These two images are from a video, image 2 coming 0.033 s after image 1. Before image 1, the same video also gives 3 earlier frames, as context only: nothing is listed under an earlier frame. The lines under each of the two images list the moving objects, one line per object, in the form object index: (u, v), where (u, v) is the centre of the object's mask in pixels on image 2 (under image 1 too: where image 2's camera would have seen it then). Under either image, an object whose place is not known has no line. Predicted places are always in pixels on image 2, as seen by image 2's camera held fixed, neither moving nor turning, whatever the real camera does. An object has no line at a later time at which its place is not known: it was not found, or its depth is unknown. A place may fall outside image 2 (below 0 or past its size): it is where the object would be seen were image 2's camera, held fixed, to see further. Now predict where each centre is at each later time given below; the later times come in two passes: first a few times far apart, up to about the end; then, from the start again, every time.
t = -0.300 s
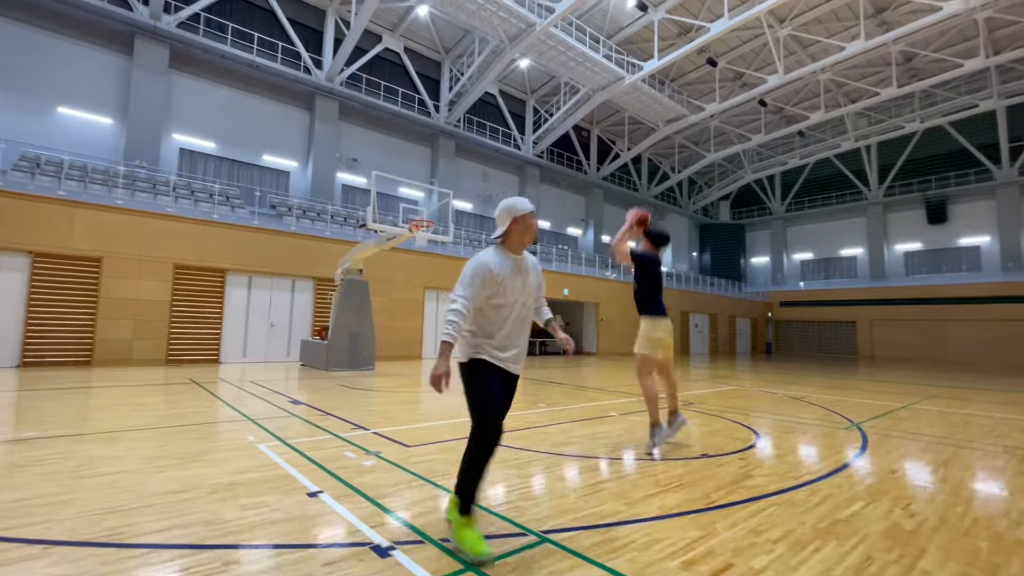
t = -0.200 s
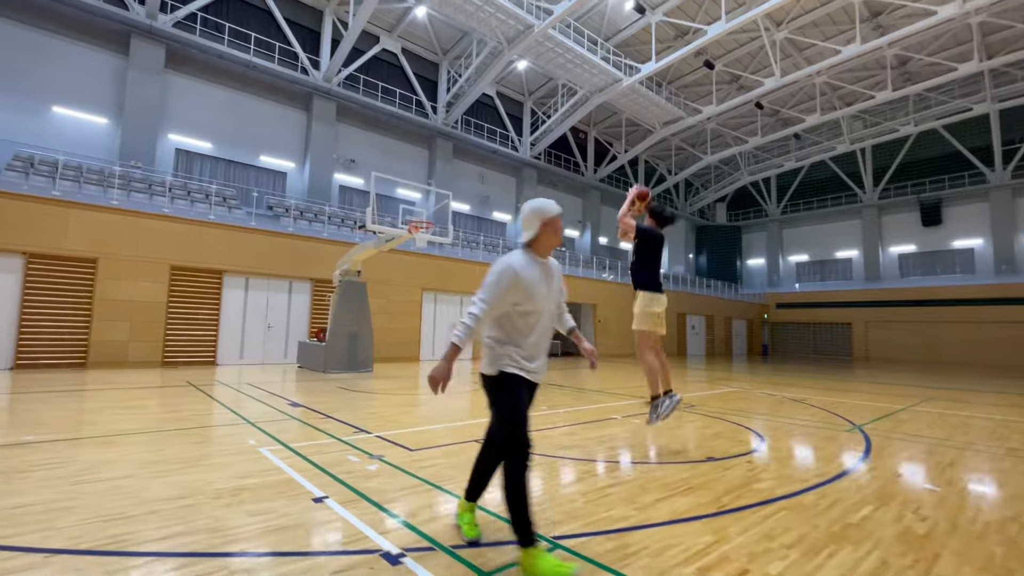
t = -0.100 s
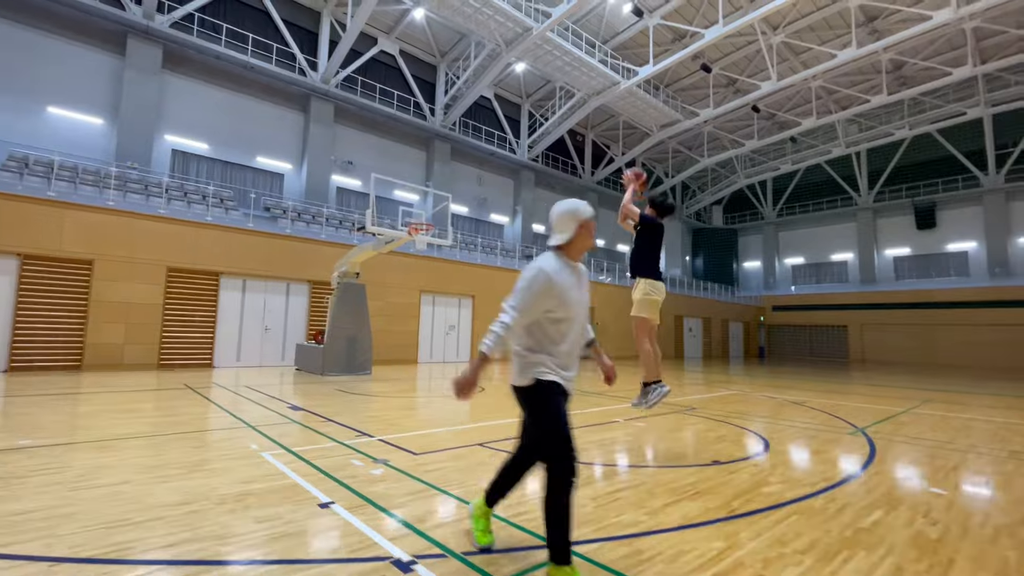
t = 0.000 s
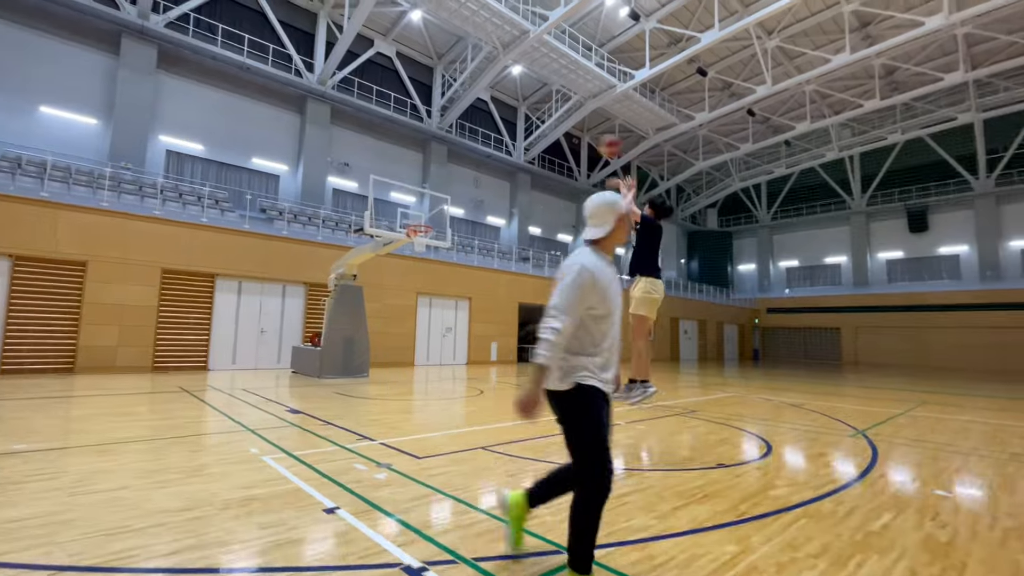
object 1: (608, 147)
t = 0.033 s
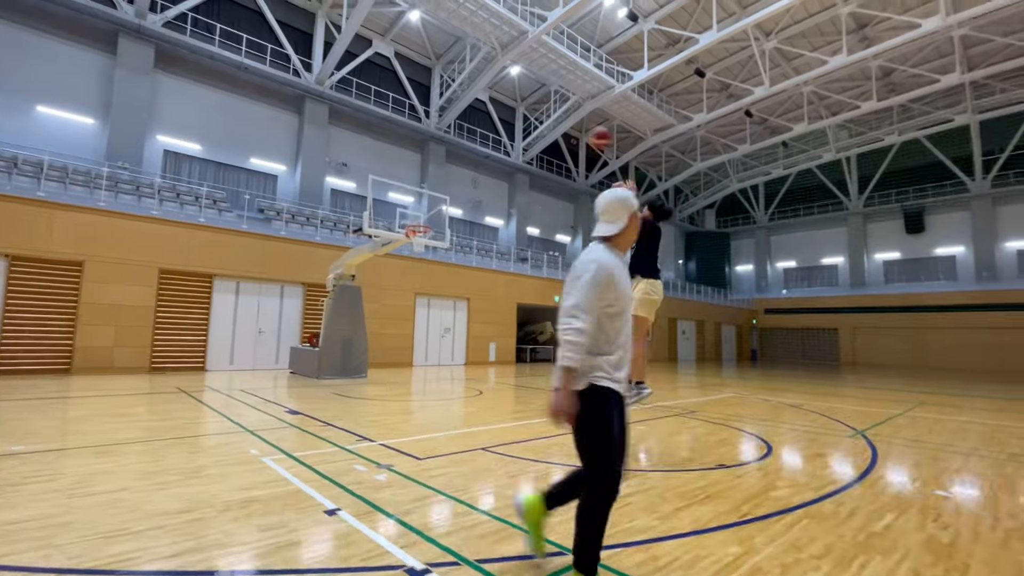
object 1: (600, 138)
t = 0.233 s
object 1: (554, 106)
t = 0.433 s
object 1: (518, 107)
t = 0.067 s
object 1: (591, 130)
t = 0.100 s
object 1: (584, 125)
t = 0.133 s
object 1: (575, 120)
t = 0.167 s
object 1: (568, 112)
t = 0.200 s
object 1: (562, 108)
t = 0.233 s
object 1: (554, 106)
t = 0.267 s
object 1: (548, 106)
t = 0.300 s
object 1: (542, 104)
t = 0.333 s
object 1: (535, 103)
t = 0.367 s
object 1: (533, 104)
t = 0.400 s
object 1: (524, 105)
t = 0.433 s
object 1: (518, 107)
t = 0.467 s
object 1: (513, 109)
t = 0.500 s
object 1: (508, 113)
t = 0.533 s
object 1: (504, 116)
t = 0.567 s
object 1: (499, 119)
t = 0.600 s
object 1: (494, 125)
